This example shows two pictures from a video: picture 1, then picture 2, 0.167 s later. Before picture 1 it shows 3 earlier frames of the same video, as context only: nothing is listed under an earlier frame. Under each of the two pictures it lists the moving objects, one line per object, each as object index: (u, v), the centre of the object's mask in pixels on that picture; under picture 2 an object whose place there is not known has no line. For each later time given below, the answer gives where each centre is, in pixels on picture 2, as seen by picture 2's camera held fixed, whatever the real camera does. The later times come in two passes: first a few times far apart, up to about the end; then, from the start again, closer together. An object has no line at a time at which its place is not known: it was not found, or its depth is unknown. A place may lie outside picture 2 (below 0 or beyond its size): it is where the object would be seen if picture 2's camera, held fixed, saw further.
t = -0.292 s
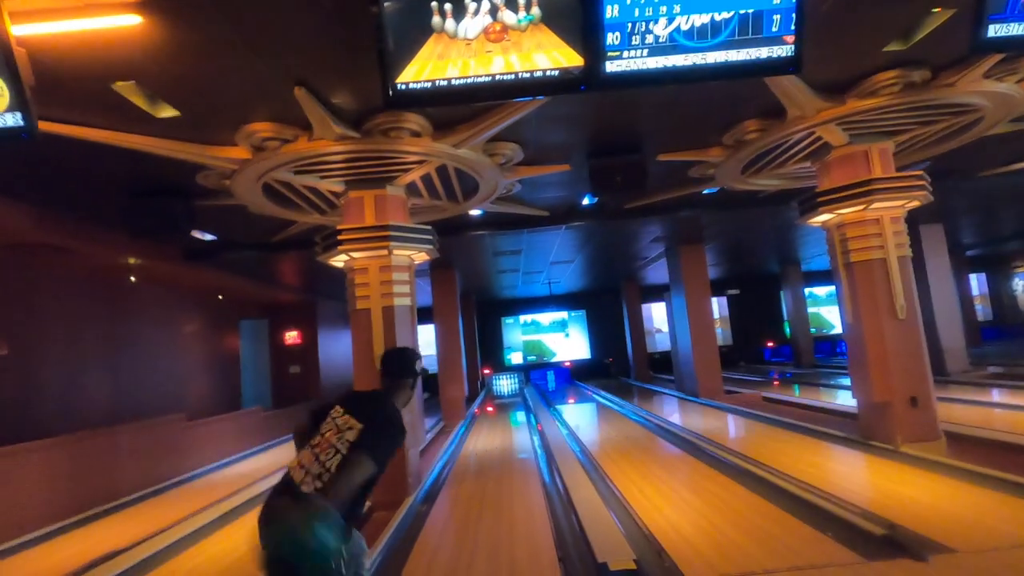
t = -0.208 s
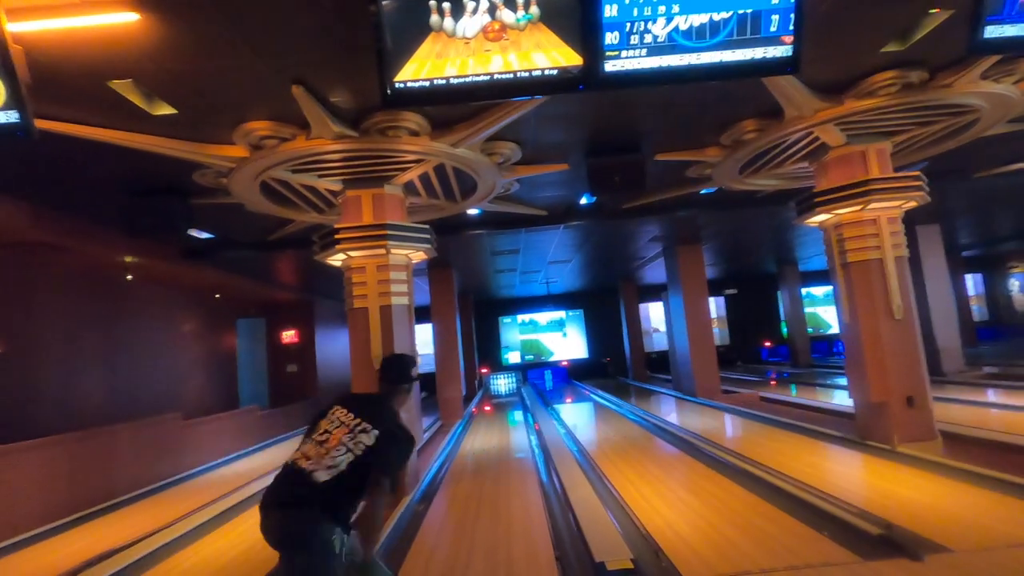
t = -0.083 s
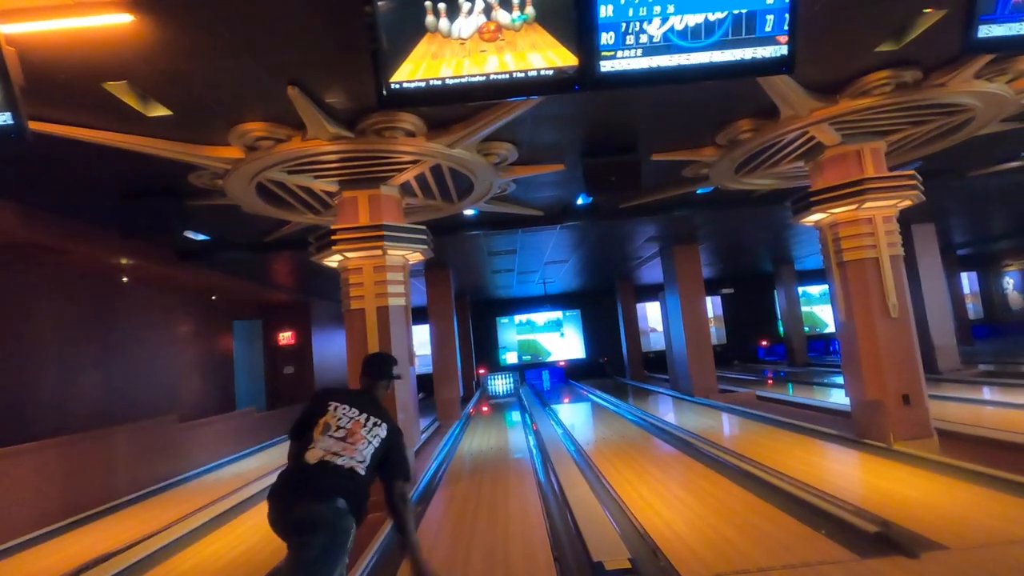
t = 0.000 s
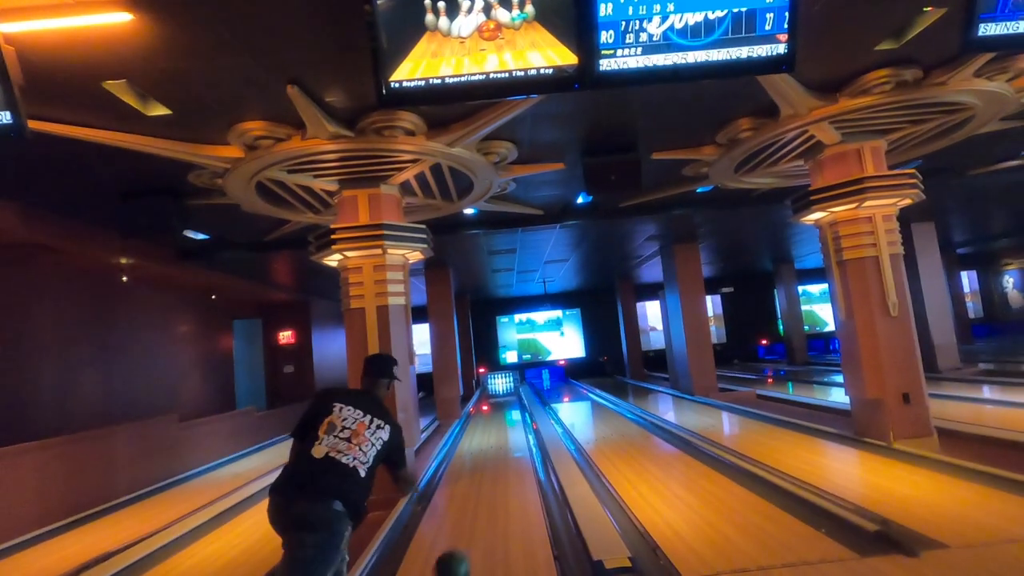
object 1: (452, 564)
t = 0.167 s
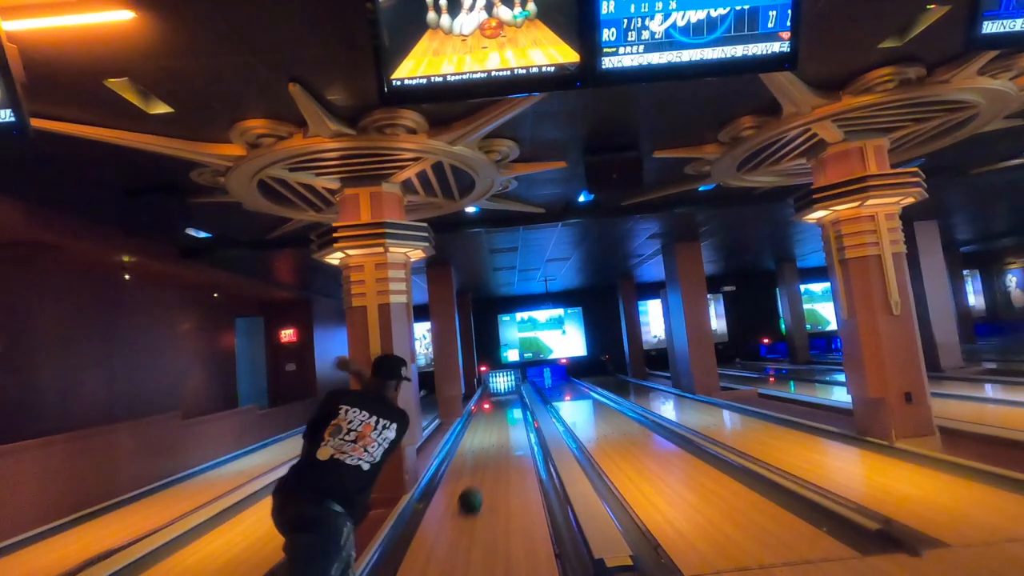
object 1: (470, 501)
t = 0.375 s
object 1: (480, 459)
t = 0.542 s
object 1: (485, 439)
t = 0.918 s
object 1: (491, 413)
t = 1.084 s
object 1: (493, 405)
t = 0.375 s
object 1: (480, 459)
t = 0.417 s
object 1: (482, 453)
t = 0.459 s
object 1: (483, 447)
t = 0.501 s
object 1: (484, 443)
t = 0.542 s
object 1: (485, 439)
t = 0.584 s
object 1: (486, 434)
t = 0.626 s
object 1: (487, 431)
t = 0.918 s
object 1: (491, 413)
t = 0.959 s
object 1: (491, 411)
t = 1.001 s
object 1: (492, 410)
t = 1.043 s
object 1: (492, 408)
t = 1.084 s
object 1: (493, 405)
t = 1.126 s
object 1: (493, 404)
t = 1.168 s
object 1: (493, 403)
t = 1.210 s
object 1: (493, 402)
